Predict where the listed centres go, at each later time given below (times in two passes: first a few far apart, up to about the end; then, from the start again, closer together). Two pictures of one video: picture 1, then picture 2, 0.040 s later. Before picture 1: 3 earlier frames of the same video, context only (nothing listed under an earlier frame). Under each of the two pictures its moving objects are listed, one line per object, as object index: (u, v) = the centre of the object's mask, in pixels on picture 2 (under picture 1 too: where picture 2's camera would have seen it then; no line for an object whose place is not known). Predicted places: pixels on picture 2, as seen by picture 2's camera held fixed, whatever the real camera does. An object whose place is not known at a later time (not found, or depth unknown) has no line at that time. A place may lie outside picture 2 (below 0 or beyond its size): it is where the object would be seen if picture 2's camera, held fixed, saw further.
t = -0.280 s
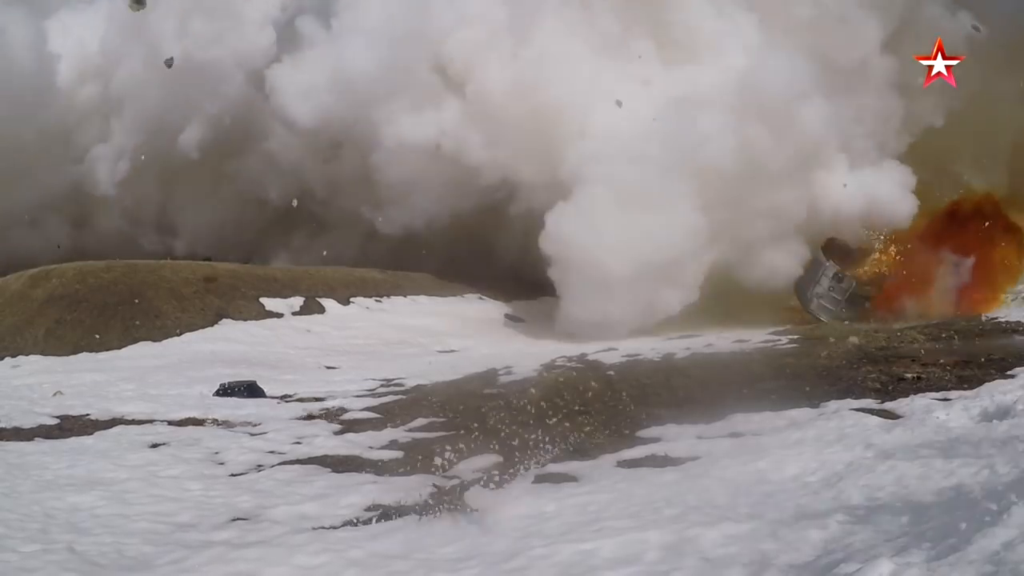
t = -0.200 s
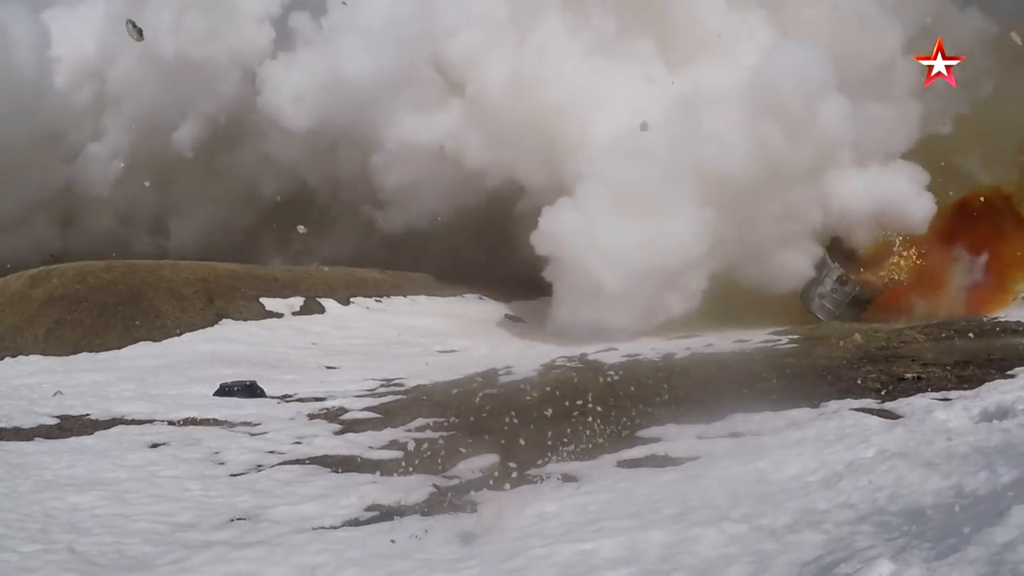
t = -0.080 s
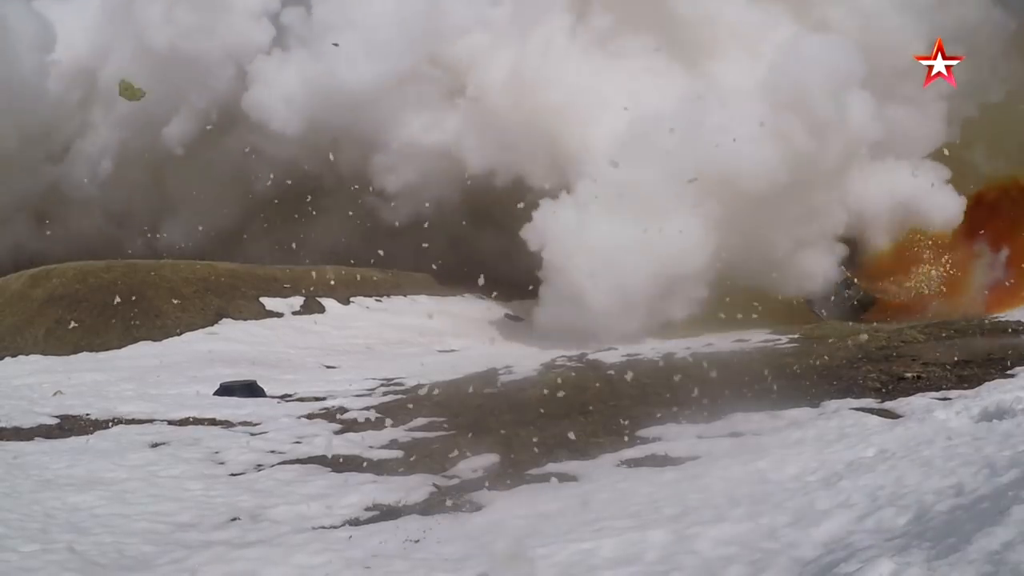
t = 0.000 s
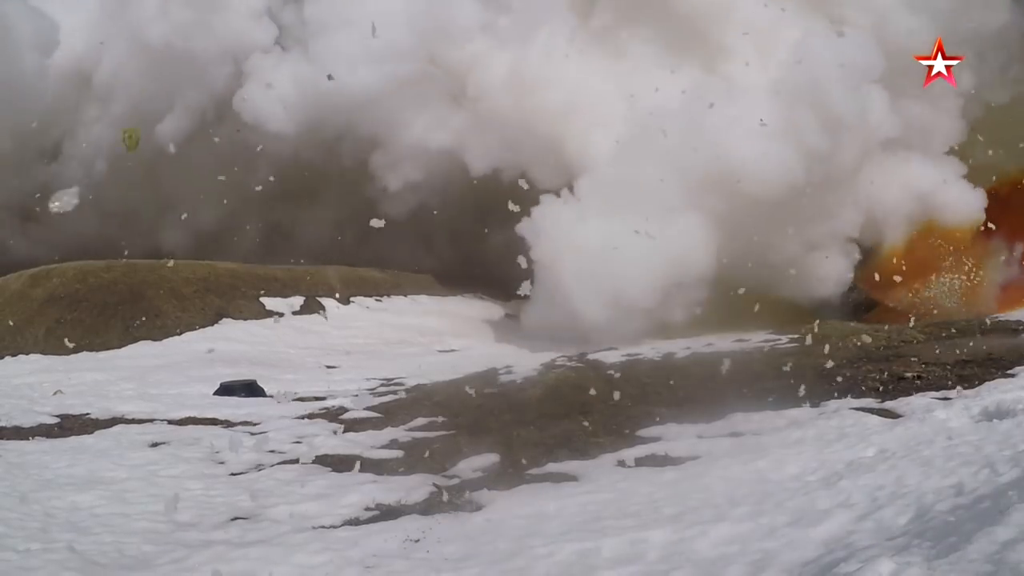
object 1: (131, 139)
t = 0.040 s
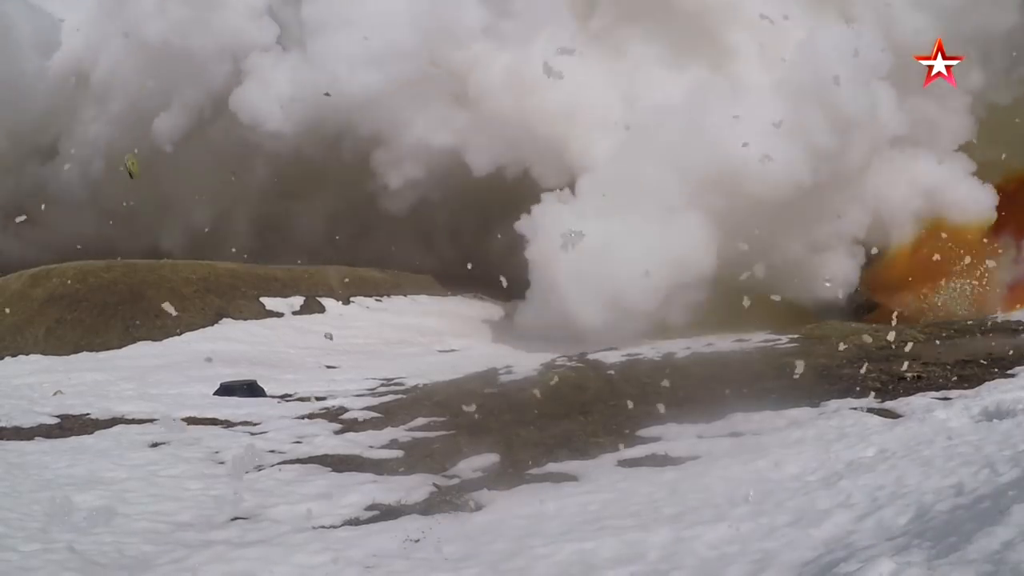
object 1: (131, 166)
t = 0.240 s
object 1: (151, 328)
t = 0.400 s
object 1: (172, 427)
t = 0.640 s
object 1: (172, 417)
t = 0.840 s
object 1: (175, 428)
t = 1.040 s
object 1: (173, 448)
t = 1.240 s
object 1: (172, 448)
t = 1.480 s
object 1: (174, 450)
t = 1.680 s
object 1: (176, 449)
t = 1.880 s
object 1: (164, 451)
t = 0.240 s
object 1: (151, 328)
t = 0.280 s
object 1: (158, 369)
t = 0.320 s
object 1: (166, 412)
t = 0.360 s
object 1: (169, 430)
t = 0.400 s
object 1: (172, 427)
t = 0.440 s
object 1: (173, 421)
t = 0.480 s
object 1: (173, 418)
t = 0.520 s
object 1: (174, 416)
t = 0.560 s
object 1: (174, 415)
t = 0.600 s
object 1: (175, 415)
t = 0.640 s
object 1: (172, 417)
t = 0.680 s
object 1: (174, 420)
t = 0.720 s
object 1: (175, 423)
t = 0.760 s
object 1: (176, 428)
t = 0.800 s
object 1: (175, 428)
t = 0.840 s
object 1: (175, 428)
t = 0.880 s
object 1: (174, 429)
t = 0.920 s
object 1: (173, 432)
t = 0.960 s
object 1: (173, 437)
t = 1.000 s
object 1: (173, 444)
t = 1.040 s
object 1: (173, 448)
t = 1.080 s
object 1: (174, 449)
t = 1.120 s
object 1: (173, 448)
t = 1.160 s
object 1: (173, 448)
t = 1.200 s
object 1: (173, 448)
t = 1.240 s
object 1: (172, 448)
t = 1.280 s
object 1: (172, 449)
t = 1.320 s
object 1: (173, 449)
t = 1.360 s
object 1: (173, 449)
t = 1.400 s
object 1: (173, 450)
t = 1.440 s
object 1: (173, 450)
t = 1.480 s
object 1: (174, 450)
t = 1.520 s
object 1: (174, 450)
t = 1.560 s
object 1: (174, 450)
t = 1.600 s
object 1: (175, 450)
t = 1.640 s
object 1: (175, 450)
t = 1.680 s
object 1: (176, 449)
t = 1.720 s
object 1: (175, 450)
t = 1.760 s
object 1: (175, 450)
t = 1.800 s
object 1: (170, 450)
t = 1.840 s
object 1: (167, 450)
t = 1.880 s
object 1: (164, 451)
